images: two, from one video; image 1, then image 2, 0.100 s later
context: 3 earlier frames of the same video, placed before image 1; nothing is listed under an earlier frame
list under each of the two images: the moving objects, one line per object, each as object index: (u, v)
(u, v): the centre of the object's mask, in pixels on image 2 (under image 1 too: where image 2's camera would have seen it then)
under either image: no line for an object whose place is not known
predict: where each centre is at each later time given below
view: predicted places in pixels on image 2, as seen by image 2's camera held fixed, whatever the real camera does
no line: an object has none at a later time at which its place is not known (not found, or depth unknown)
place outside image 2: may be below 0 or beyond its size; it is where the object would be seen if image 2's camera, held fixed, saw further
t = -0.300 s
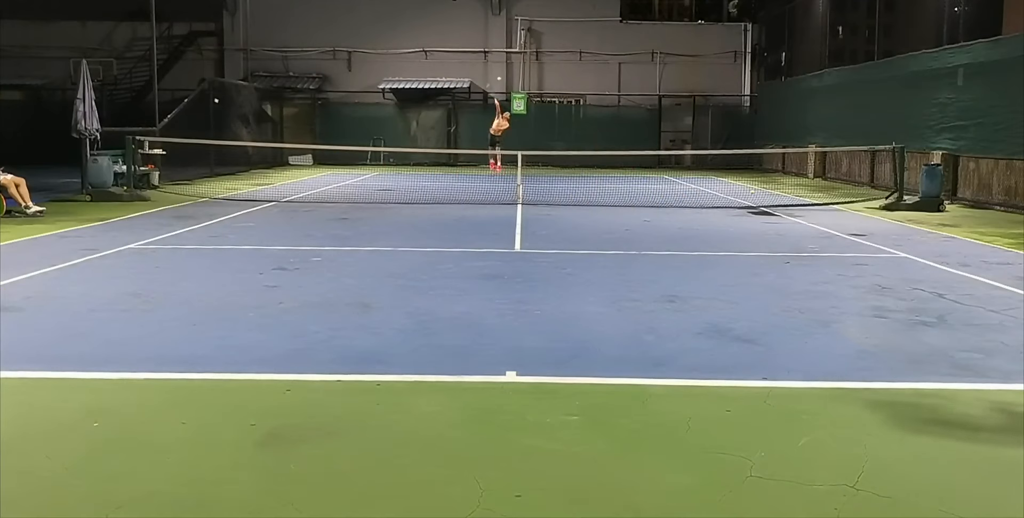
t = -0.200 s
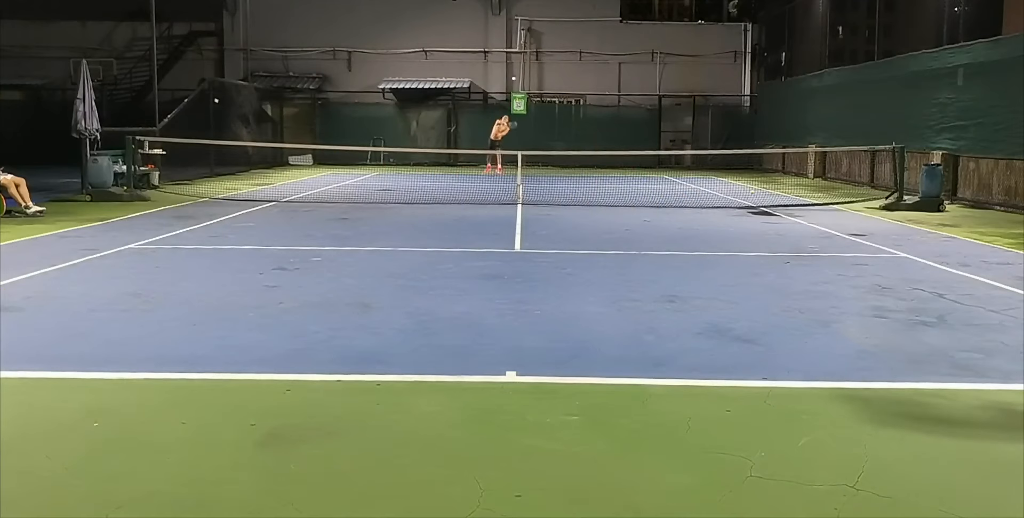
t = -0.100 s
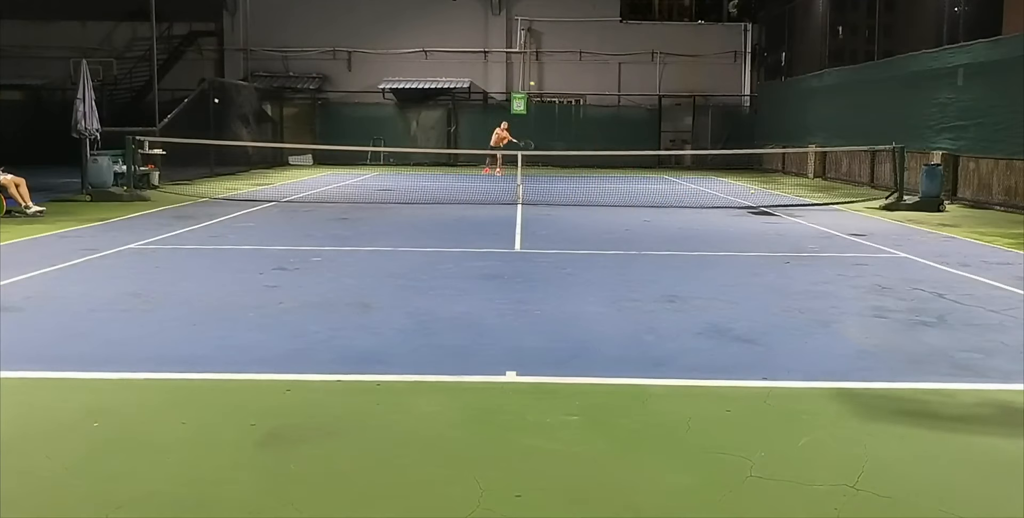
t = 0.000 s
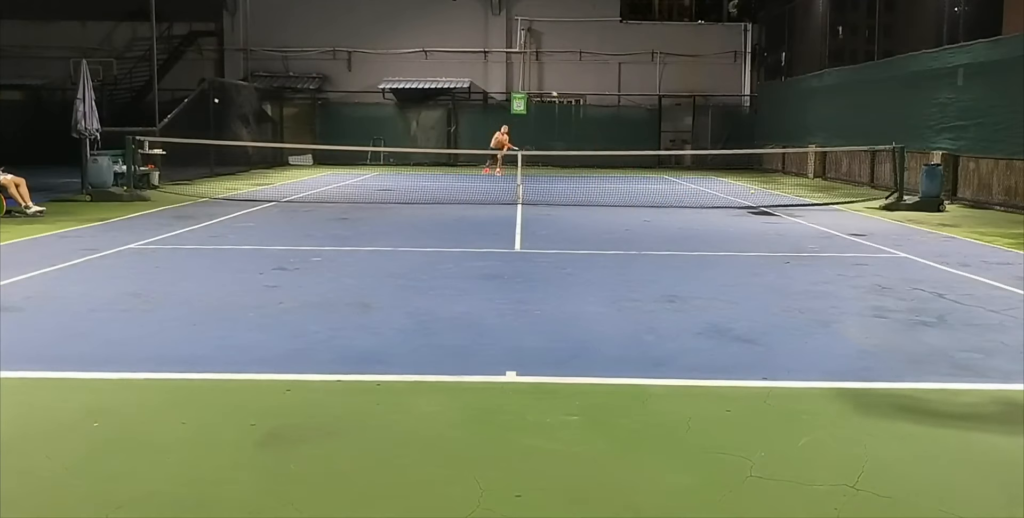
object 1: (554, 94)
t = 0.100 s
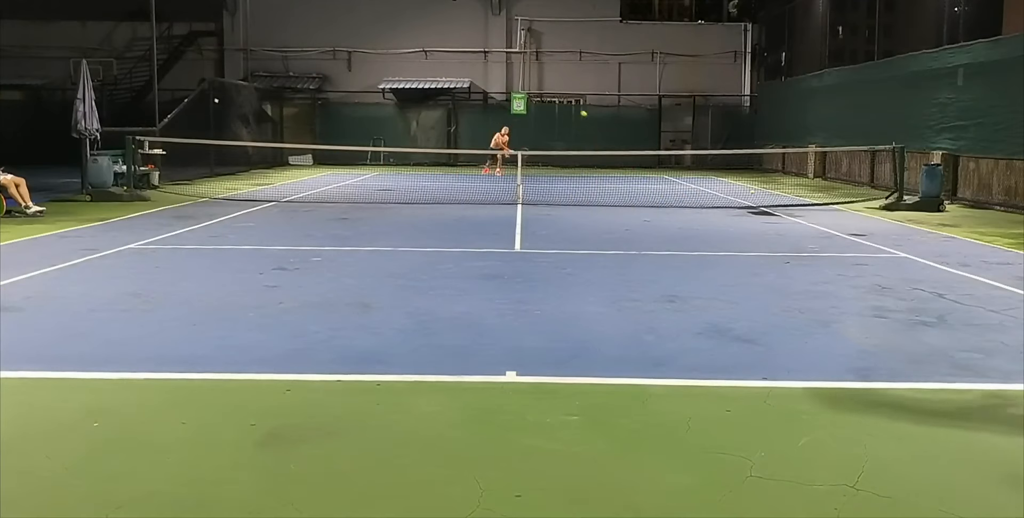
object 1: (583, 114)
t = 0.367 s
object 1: (712, 239)
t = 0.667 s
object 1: (957, 174)
